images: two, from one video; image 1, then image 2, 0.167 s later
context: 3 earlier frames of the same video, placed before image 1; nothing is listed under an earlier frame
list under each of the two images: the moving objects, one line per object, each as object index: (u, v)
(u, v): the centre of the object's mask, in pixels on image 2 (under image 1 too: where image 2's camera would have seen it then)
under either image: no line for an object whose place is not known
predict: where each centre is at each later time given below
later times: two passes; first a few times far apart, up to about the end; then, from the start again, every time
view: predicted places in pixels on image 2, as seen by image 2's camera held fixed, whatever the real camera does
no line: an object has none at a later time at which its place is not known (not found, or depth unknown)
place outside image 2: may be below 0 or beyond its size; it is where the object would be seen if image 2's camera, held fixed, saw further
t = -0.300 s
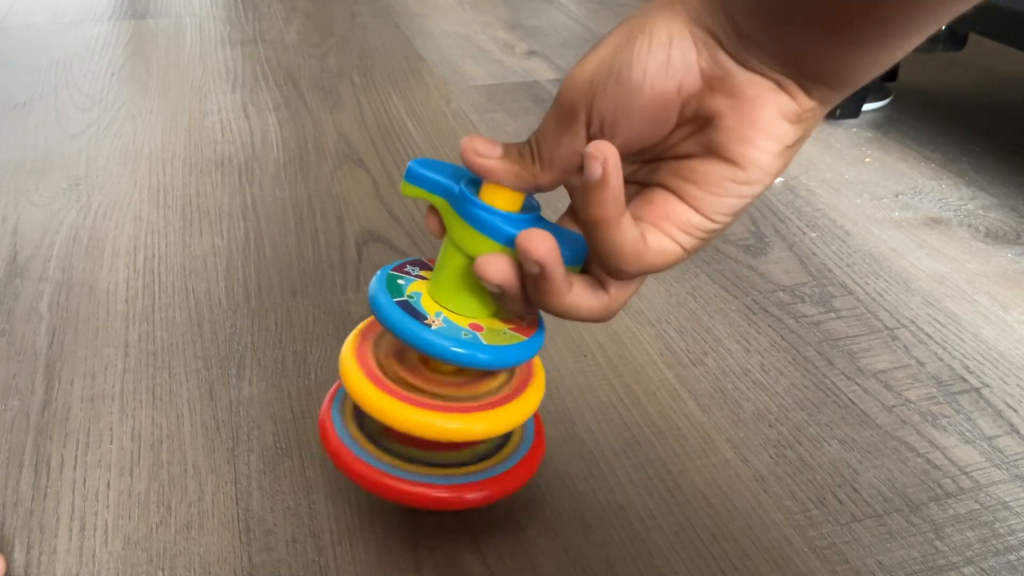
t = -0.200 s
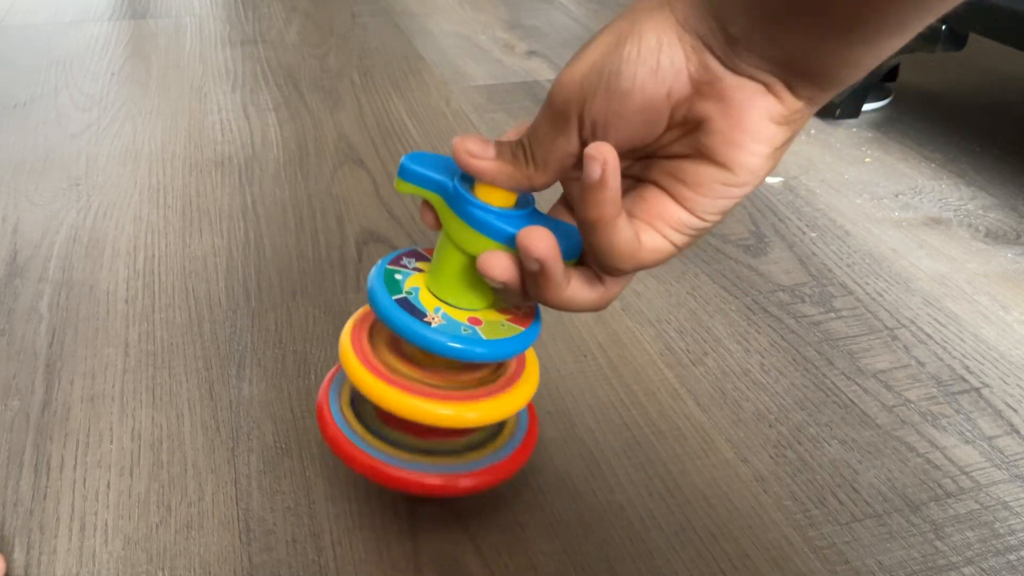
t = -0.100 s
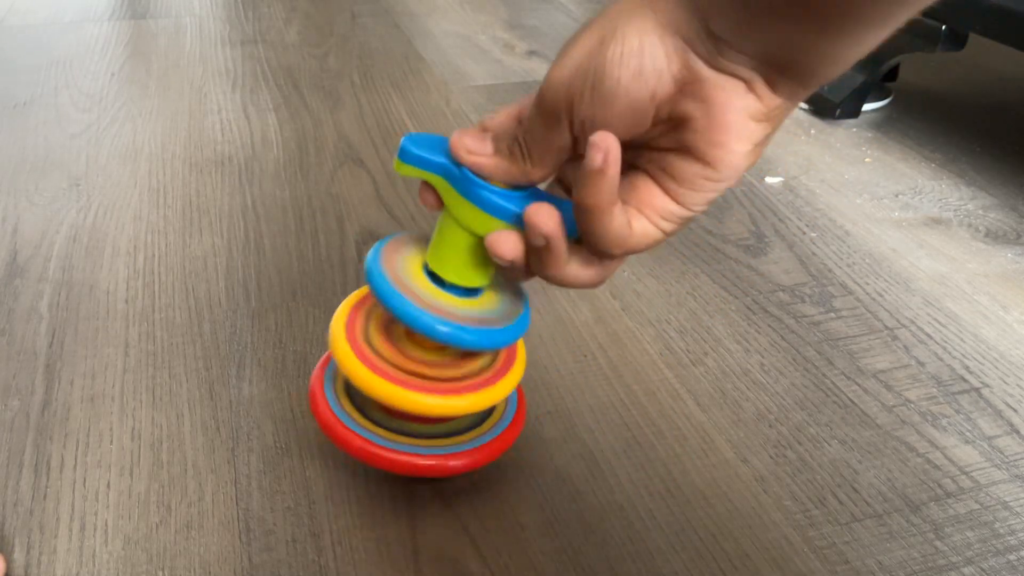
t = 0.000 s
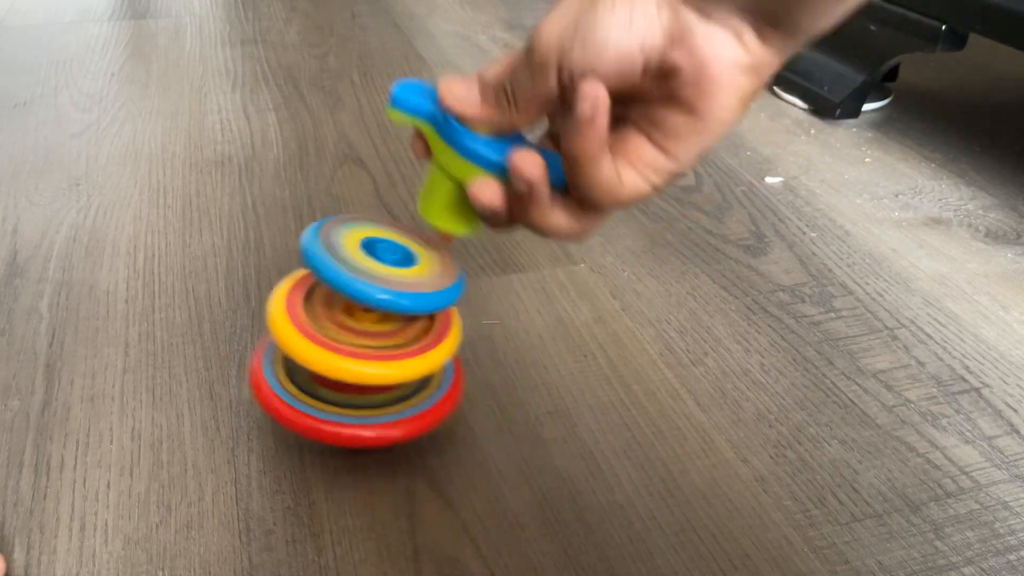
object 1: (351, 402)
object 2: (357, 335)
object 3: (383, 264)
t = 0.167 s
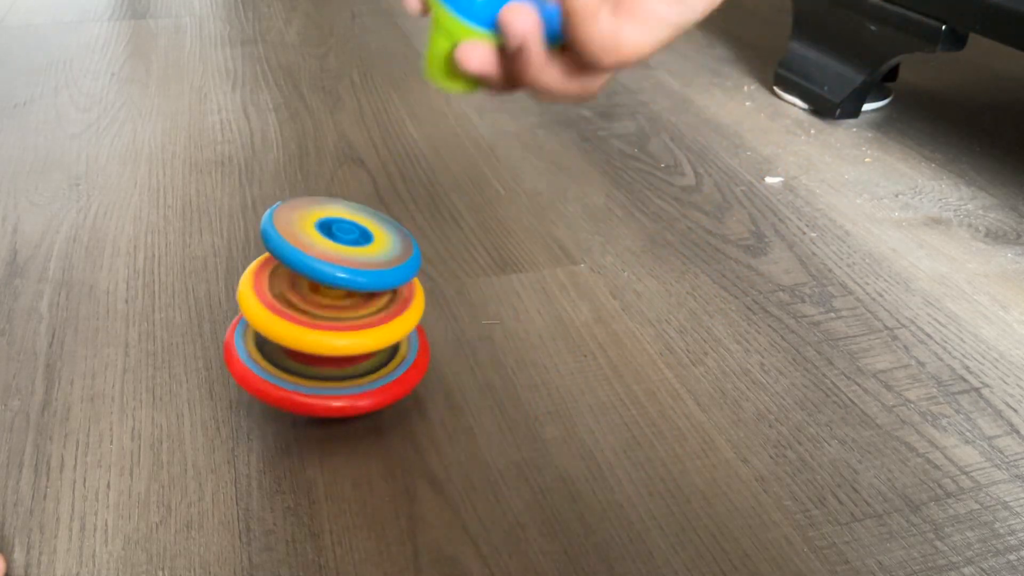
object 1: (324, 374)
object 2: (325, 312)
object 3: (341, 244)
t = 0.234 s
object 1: (332, 371)
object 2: (332, 310)
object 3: (348, 242)
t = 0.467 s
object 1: (365, 374)
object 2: (342, 318)
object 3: (348, 246)
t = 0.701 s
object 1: (369, 376)
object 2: (345, 320)
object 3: (347, 249)
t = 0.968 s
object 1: (344, 383)
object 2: (339, 321)
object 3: (345, 252)
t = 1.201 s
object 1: (322, 381)
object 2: (322, 319)
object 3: (329, 249)
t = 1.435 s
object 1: (334, 375)
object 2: (329, 314)
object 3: (332, 245)
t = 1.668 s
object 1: (363, 375)
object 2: (350, 316)
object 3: (348, 244)
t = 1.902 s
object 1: (379, 382)
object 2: (362, 323)
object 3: (356, 253)
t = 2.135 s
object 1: (363, 390)
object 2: (353, 327)
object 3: (349, 258)
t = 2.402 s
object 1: (333, 394)
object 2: (331, 330)
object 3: (327, 261)
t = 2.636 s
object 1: (322, 385)
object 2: (322, 322)
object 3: (319, 253)
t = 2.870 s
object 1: (334, 381)
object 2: (330, 319)
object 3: (324, 250)
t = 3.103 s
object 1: (358, 381)
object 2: (350, 318)
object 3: (343, 249)
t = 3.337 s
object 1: (375, 391)
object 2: (362, 329)
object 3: (353, 259)
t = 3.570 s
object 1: (364, 394)
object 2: (358, 328)
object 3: (351, 260)
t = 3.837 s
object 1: (338, 402)
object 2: (334, 337)
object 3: (327, 267)
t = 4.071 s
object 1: (322, 395)
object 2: (320, 329)
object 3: (315, 260)
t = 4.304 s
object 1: (328, 393)
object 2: (323, 327)
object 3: (318, 258)
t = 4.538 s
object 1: (345, 393)
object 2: (337, 328)
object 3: (333, 256)
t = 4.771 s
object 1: (365, 396)
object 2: (358, 332)
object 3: (351, 262)
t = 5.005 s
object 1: (374, 407)
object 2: (366, 341)
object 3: (359, 270)
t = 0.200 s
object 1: (328, 372)
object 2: (329, 309)
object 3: (344, 241)
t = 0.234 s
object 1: (332, 371)
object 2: (332, 310)
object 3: (348, 242)
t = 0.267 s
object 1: (336, 373)
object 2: (336, 310)
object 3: (352, 242)
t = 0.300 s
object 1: (342, 374)
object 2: (339, 313)
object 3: (354, 245)
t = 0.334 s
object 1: (347, 377)
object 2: (340, 316)
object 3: (354, 246)
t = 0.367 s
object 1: (352, 377)
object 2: (340, 318)
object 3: (353, 246)
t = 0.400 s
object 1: (357, 377)
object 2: (340, 319)
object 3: (351, 247)
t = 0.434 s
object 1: (362, 376)
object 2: (341, 318)
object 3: (348, 245)
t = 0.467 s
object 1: (365, 374)
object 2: (342, 318)
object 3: (348, 246)
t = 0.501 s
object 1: (368, 374)
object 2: (345, 317)
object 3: (349, 245)
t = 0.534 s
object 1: (371, 373)
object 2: (346, 317)
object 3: (351, 244)
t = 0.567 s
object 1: (372, 375)
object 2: (347, 318)
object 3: (351, 244)
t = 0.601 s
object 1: (373, 373)
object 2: (347, 317)
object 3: (353, 245)
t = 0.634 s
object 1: (372, 374)
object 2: (348, 318)
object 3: (351, 246)
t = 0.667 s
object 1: (371, 375)
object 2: (348, 319)
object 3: (350, 247)
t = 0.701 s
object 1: (369, 376)
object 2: (345, 320)
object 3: (347, 249)
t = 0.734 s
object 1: (368, 376)
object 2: (344, 320)
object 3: (346, 249)
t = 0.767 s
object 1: (366, 375)
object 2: (344, 318)
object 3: (348, 248)
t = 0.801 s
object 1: (361, 378)
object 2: (343, 317)
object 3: (351, 246)
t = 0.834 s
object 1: (360, 378)
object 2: (346, 318)
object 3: (351, 249)
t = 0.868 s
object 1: (356, 379)
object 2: (345, 318)
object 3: (351, 248)
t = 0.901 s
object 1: (352, 381)
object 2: (342, 319)
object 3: (350, 250)
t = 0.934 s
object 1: (348, 382)
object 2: (340, 320)
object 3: (348, 251)
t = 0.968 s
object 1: (344, 383)
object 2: (339, 321)
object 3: (345, 252)
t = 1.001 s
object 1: (340, 384)
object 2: (337, 322)
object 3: (341, 253)
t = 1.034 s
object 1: (335, 385)
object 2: (332, 322)
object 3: (341, 253)
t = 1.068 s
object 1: (332, 384)
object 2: (332, 322)
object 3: (336, 253)
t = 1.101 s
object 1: (327, 386)
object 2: (327, 321)
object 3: (335, 251)
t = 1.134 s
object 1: (325, 384)
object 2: (325, 321)
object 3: (331, 253)
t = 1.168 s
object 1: (322, 383)
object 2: (323, 320)
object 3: (329, 251)
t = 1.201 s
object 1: (322, 381)
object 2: (322, 319)
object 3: (329, 249)
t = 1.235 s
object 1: (321, 379)
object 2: (323, 317)
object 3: (328, 248)
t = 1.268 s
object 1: (322, 379)
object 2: (323, 316)
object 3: (331, 245)
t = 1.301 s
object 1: (323, 377)
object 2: (325, 315)
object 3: (330, 246)
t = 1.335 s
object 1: (325, 377)
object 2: (324, 315)
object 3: (333, 244)
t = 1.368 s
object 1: (327, 376)
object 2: (329, 314)
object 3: (332, 245)
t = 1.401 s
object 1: (329, 378)
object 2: (326, 315)
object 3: (333, 244)
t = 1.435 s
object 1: (334, 375)
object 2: (329, 314)
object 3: (332, 245)
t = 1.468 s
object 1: (338, 374)
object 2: (332, 314)
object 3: (333, 243)
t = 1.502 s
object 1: (343, 373)
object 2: (336, 313)
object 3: (336, 243)
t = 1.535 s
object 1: (346, 373)
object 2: (339, 312)
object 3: (340, 240)
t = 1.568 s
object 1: (351, 373)
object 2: (342, 313)
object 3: (345, 243)
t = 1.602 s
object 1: (356, 373)
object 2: (347, 314)
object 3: (347, 243)
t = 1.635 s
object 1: (360, 375)
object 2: (349, 316)
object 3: (349, 245)
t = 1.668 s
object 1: (363, 375)
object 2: (350, 316)
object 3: (348, 244)
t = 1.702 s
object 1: (367, 374)
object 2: (352, 316)
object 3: (350, 245)
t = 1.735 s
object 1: (371, 375)
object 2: (357, 315)
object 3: (353, 244)
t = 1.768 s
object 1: (375, 376)
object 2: (359, 318)
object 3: (355, 248)
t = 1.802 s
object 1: (376, 378)
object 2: (361, 319)
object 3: (357, 249)
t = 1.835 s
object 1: (378, 380)
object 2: (362, 320)
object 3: (358, 250)
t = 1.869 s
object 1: (379, 382)
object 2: (363, 322)
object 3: (358, 252)
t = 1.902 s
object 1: (379, 382)
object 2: (362, 323)
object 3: (356, 253)
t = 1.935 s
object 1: (378, 382)
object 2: (360, 323)
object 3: (353, 254)
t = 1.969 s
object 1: (376, 381)
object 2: (360, 321)
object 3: (353, 253)
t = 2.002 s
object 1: (375, 382)
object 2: (361, 321)
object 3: (355, 253)
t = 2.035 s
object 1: (373, 384)
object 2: (362, 321)
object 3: (359, 252)
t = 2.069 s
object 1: (370, 387)
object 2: (361, 325)
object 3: (357, 256)
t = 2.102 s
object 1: (366, 389)
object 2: (357, 327)
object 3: (352, 258)
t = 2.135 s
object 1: (363, 390)
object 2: (353, 327)
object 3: (349, 258)
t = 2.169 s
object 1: (359, 391)
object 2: (351, 328)
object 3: (347, 259)
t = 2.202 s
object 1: (355, 391)
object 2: (347, 328)
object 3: (343, 259)
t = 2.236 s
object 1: (351, 392)
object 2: (345, 328)
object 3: (342, 260)
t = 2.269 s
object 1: (347, 393)
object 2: (342, 329)
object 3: (340, 260)
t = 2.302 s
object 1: (342, 394)
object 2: (340, 329)
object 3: (337, 260)
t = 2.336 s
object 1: (339, 394)
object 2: (337, 331)
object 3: (333, 261)
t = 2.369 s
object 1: (335, 395)
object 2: (333, 330)
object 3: (331, 261)
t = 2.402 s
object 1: (333, 394)
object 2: (331, 330)
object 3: (327, 261)
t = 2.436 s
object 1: (329, 393)
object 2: (330, 328)
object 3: (327, 259)
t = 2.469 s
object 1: (328, 394)
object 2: (330, 329)
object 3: (327, 260)
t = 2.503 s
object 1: (325, 393)
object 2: (327, 330)
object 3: (325, 260)
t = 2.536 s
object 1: (324, 393)
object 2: (324, 329)
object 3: (321, 259)
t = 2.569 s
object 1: (323, 390)
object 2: (322, 326)
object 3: (318, 257)
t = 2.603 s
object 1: (322, 387)
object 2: (321, 323)
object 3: (318, 254)
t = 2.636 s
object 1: (322, 385)
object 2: (322, 322)
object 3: (319, 253)
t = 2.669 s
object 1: (323, 385)
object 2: (324, 321)
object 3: (321, 252)
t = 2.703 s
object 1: (324, 385)
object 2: (324, 322)
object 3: (321, 252)
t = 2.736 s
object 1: (325, 383)
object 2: (325, 321)
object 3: (320, 251)
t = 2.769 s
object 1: (327, 382)
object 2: (326, 319)
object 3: (322, 250)
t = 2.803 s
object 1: (328, 383)
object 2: (328, 320)
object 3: (325, 251)
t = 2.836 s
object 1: (331, 382)
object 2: (328, 320)
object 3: (324, 250)
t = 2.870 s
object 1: (334, 381)
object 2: (330, 319)
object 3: (324, 250)
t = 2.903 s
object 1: (337, 380)
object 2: (331, 317)
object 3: (325, 248)
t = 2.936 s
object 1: (340, 379)
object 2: (336, 317)
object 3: (330, 248)
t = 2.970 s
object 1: (343, 380)
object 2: (339, 318)
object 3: (333, 248)
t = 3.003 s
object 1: (347, 380)
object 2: (341, 318)
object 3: (336, 249)
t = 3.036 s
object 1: (351, 380)
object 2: (344, 318)
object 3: (338, 249)
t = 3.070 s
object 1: (354, 380)
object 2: (345, 318)
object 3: (339, 249)
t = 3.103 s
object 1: (358, 381)
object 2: (350, 318)
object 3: (343, 249)
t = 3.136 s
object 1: (361, 382)
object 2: (354, 319)
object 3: (347, 250)
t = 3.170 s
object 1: (364, 383)
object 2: (355, 321)
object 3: (348, 251)
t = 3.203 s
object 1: (366, 383)
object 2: (357, 320)
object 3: (350, 252)
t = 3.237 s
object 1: (368, 385)
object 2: (360, 322)
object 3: (354, 253)
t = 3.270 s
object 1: (371, 389)
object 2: (364, 326)
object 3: (358, 256)
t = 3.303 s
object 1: (373, 391)
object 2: (364, 329)
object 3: (357, 258)
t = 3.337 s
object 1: (375, 391)
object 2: (362, 329)
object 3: (353, 259)
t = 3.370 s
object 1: (374, 390)
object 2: (362, 327)
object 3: (353, 258)
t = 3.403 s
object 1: (374, 391)
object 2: (363, 327)
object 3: (356, 258)
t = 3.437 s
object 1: (372, 393)
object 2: (364, 330)
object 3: (356, 260)
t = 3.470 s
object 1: (371, 395)
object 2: (360, 331)
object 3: (352, 261)
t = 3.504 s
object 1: (368, 394)
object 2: (357, 330)
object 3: (348, 261)
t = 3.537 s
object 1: (366, 393)
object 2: (356, 328)
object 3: (347, 260)
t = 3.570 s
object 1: (364, 394)
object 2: (358, 328)
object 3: (351, 260)
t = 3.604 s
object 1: (361, 397)
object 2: (358, 332)
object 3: (353, 262)
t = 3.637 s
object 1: (358, 401)
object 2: (352, 335)
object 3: (345, 265)
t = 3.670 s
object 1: (355, 399)
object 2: (348, 334)
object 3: (338, 265)
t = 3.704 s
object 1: (351, 398)
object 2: (346, 332)
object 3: (339, 264)
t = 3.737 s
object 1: (348, 399)
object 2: (345, 333)
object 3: (340, 264)
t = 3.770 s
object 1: (345, 401)
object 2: (343, 334)
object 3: (337, 265)
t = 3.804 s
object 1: (342, 403)
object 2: (340, 337)
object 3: (335, 267)
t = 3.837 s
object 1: (338, 402)
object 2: (334, 337)
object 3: (327, 267)
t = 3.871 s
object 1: (335, 400)
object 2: (330, 333)
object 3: (325, 265)
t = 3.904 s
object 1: (333, 400)
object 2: (331, 333)
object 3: (324, 264)
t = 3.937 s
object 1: (330, 399)
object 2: (330, 333)
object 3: (326, 264)
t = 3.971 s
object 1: (328, 401)
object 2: (327, 335)
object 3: (324, 264)
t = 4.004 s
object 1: (326, 401)
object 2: (324, 334)
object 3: (319, 265)
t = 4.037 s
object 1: (324, 398)
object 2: (321, 332)
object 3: (315, 263)
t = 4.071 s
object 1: (322, 395)
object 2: (320, 329)
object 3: (315, 260)
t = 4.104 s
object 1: (321, 395)
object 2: (321, 328)
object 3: (319, 260)
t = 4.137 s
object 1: (322, 397)
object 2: (322, 331)
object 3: (319, 261)
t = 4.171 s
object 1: (322, 396)
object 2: (321, 330)
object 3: (318, 261)
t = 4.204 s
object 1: (324, 396)
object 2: (322, 329)
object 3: (319, 260)
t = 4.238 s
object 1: (325, 396)
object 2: (324, 331)
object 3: (321, 260)
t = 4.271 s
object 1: (326, 395)
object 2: (322, 330)
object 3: (320, 260)
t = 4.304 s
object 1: (328, 393)
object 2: (323, 327)
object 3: (318, 258)
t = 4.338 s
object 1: (329, 390)
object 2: (326, 326)
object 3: (321, 256)
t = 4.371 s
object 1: (331, 389)
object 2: (328, 324)
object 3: (326, 255)
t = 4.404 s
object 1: (334, 391)
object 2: (335, 326)
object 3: (333, 257)
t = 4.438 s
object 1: (337, 395)
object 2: (336, 331)
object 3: (335, 260)
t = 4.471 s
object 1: (340, 397)
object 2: (336, 332)
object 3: (332, 260)
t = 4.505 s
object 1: (344, 395)
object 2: (336, 332)
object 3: (329, 261)
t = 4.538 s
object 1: (345, 393)
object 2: (337, 328)
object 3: (333, 256)
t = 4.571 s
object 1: (348, 392)
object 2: (344, 328)
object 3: (341, 258)
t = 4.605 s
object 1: (352, 395)
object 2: (348, 331)
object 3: (344, 260)
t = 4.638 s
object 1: (356, 396)
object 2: (349, 333)
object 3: (342, 262)
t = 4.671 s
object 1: (358, 395)
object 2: (350, 332)
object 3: (344, 262)
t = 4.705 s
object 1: (362, 396)
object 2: (353, 332)
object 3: (346, 261)
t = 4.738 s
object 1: (363, 395)
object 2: (355, 332)
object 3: (348, 261)
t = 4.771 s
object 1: (365, 396)
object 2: (358, 332)
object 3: (351, 262)
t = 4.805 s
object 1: (368, 397)
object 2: (362, 333)
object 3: (355, 263)
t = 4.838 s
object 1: (369, 401)
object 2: (364, 336)
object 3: (359, 265)
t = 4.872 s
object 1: (372, 405)
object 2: (367, 340)
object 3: (360, 269)
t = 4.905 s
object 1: (374, 407)
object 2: (366, 343)
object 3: (359, 271)
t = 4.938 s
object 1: (375, 408)
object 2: (364, 343)
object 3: (355, 272)
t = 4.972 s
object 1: (375, 406)
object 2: (366, 341)
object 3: (355, 271)
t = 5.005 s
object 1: (374, 407)
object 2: (366, 341)
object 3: (359, 270)
